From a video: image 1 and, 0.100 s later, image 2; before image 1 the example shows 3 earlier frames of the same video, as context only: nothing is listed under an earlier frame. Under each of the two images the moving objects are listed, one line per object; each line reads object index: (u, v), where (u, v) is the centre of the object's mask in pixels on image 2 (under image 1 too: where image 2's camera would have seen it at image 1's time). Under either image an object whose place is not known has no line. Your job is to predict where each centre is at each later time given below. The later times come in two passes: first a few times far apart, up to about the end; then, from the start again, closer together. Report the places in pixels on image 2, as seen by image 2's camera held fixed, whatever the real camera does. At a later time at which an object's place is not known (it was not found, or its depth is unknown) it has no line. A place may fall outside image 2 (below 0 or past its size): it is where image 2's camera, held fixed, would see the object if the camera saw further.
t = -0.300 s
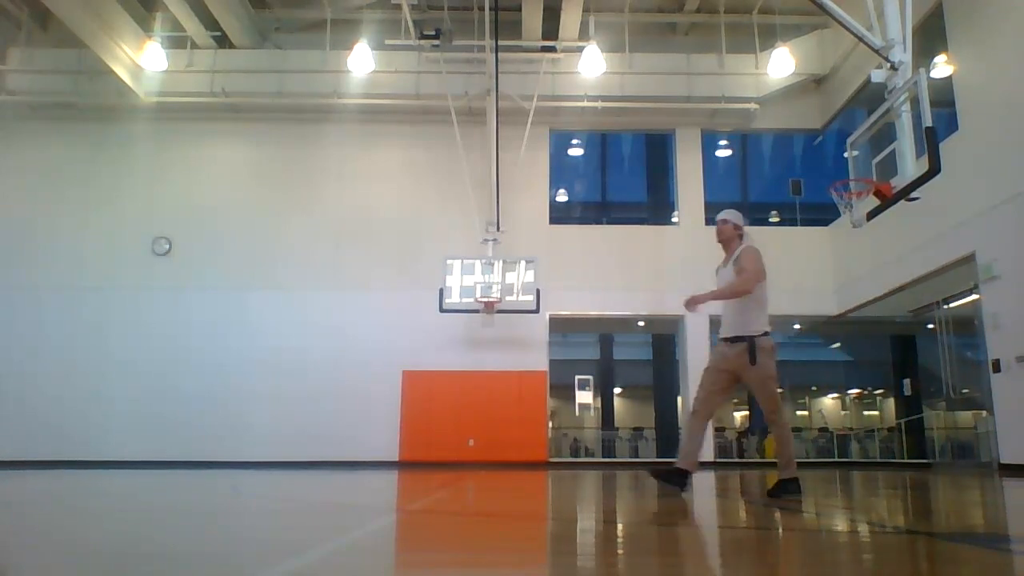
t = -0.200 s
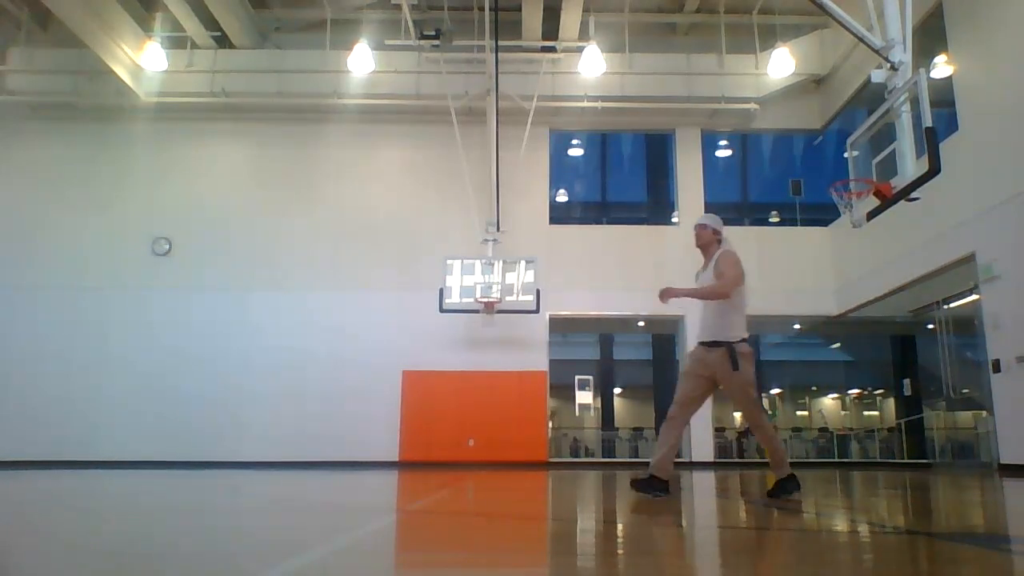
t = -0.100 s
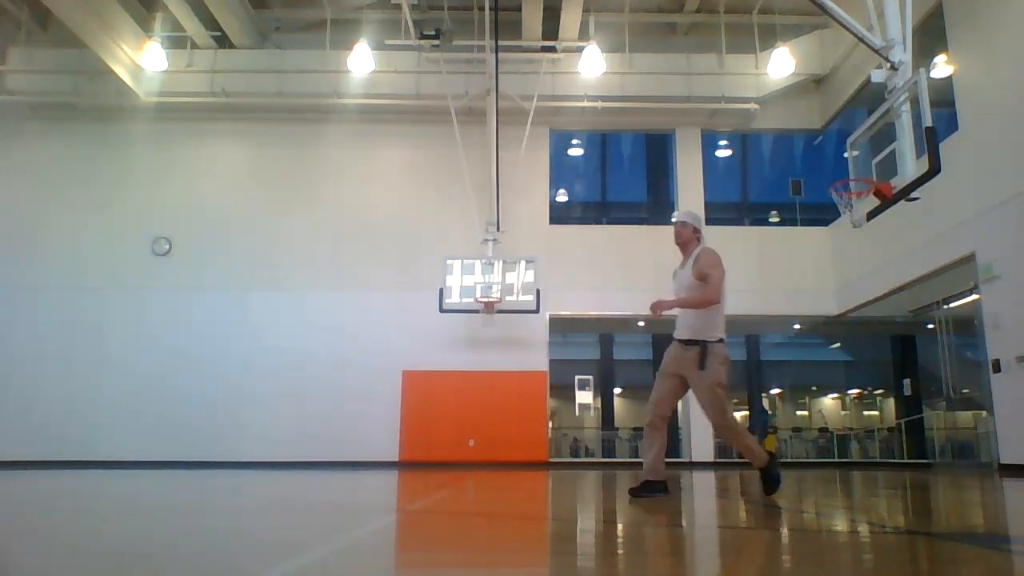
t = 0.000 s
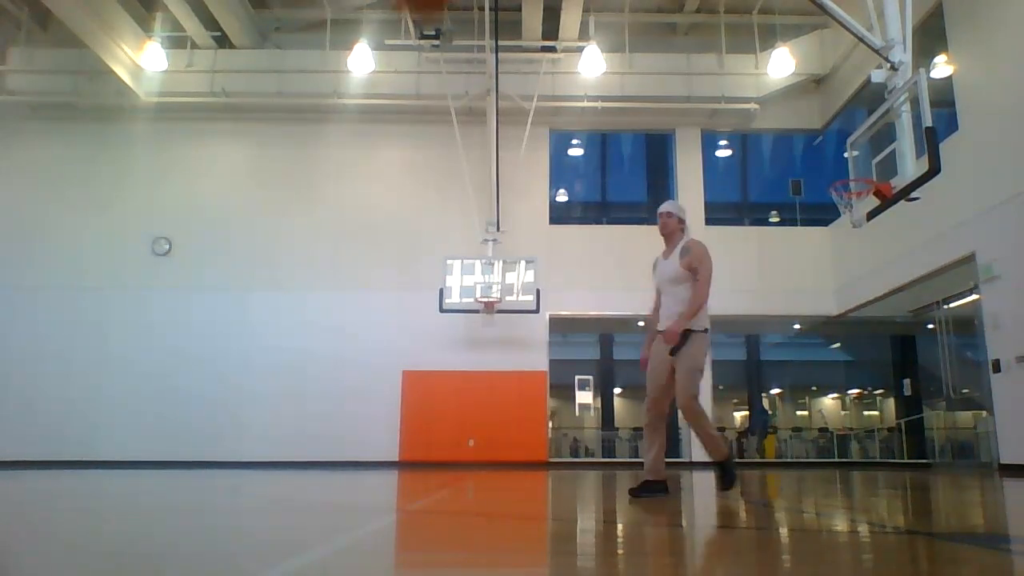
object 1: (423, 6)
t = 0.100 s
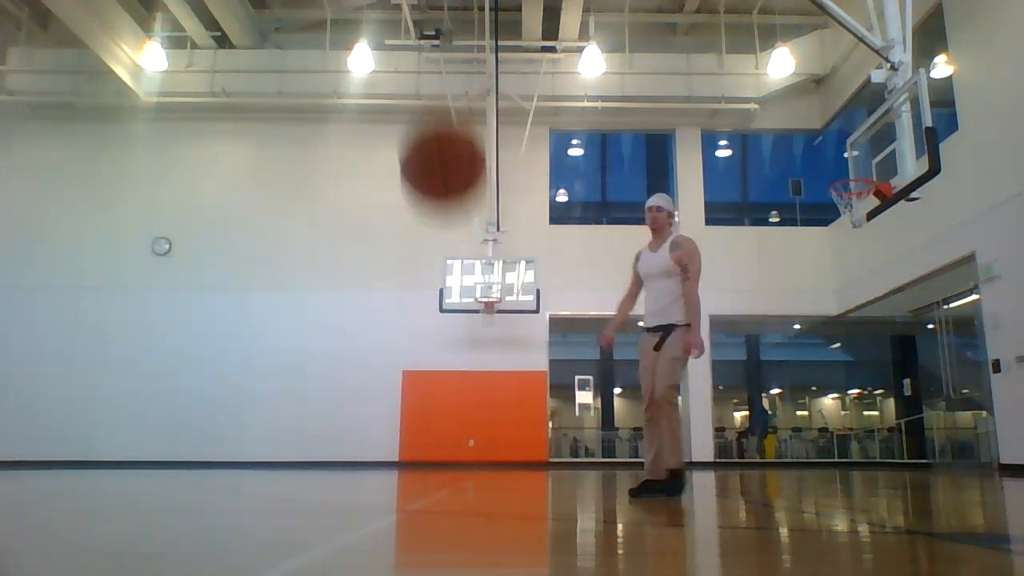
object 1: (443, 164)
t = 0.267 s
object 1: (483, 430)
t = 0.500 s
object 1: (531, 132)
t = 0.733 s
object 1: (576, 24)
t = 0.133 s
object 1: (450, 242)
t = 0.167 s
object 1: (460, 333)
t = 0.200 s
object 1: (467, 426)
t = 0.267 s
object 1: (483, 430)
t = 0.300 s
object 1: (490, 376)
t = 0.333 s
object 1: (497, 327)
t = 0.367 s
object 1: (504, 279)
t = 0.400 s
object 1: (511, 236)
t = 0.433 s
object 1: (517, 198)
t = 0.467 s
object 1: (524, 163)
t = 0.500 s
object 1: (531, 132)
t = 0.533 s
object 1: (537, 105)
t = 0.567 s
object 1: (544, 82)
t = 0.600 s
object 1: (549, 62)
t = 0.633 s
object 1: (557, 44)
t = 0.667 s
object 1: (563, 33)
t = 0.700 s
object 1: (570, 28)
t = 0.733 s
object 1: (576, 24)
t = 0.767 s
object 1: (583, 22)
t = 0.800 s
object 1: (589, 22)
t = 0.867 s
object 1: (604, 26)
